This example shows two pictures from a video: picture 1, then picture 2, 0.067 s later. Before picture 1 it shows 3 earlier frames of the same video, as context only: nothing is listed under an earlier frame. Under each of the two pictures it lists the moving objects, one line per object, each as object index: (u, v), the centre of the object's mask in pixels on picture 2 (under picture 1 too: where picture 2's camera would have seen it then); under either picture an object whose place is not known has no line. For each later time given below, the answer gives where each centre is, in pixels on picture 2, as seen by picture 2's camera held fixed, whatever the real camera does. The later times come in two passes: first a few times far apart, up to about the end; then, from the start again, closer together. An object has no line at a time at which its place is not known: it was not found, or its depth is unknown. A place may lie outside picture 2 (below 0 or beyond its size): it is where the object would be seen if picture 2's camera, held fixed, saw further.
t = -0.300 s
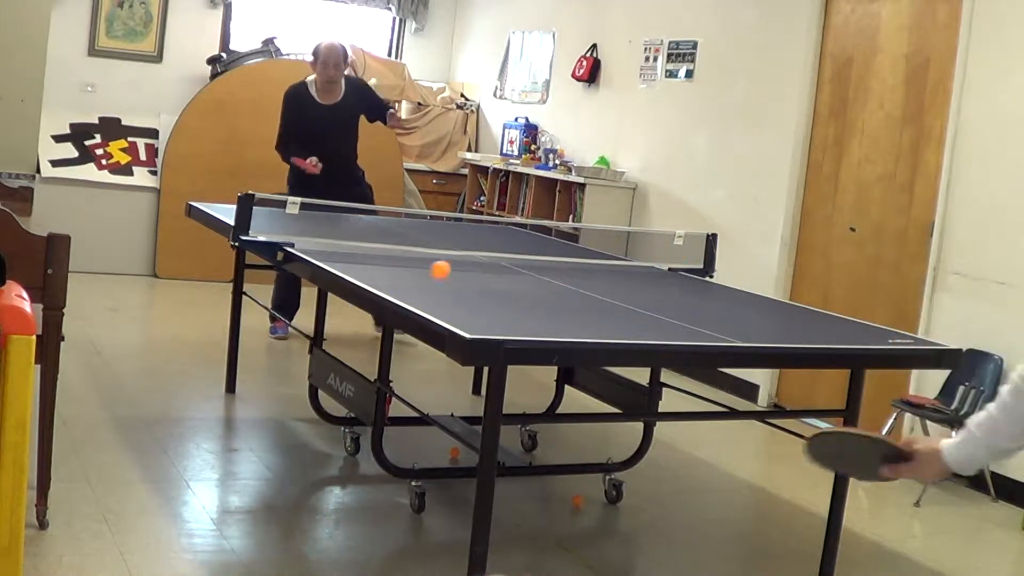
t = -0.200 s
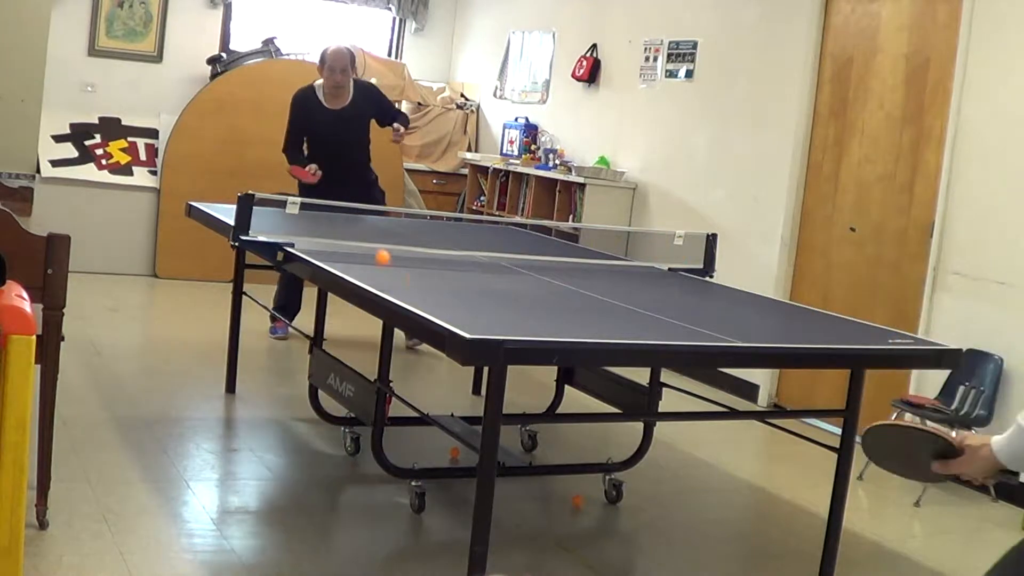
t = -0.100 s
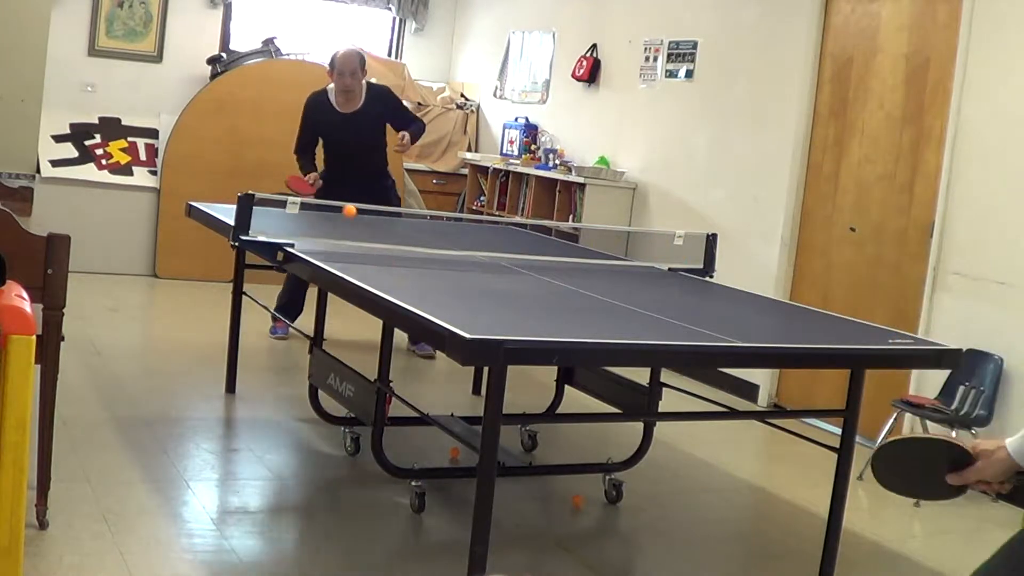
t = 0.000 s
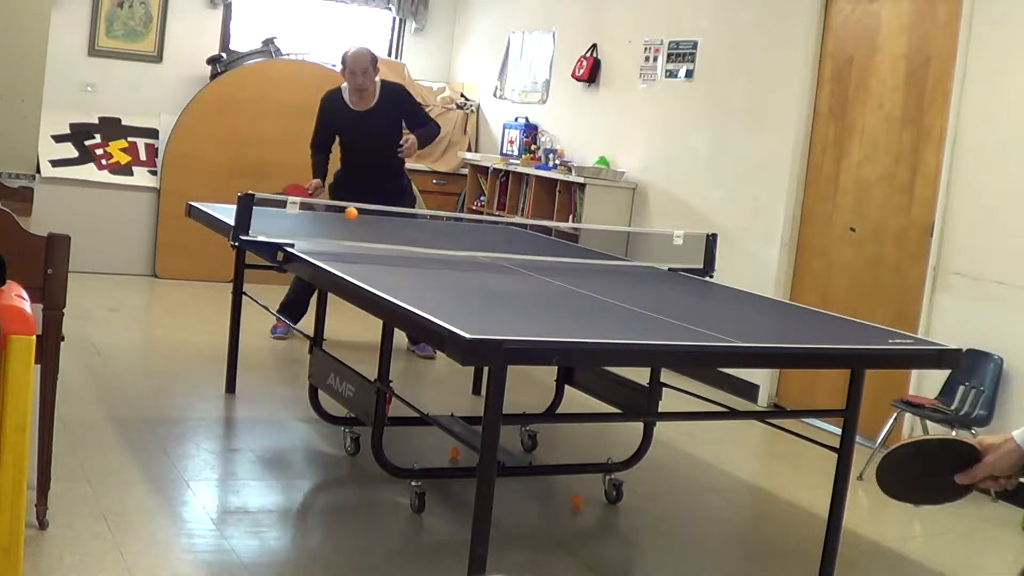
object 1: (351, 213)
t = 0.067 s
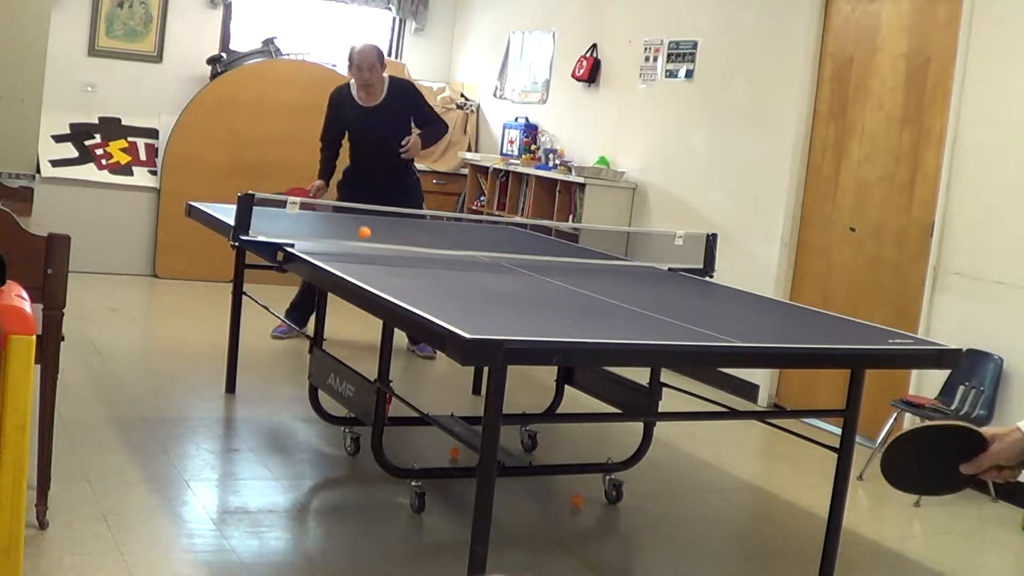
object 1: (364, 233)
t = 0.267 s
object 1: (398, 228)
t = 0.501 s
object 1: (423, 240)
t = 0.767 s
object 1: (436, 252)
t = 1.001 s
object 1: (444, 263)
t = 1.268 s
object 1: (454, 283)
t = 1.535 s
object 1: (469, 289)
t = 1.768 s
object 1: (485, 302)
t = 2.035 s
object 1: (505, 313)
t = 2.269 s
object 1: (526, 324)
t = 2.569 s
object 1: (524, 567)
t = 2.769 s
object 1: (546, 555)
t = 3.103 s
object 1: (600, 496)
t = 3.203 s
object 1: (602, 572)
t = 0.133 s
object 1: (377, 242)
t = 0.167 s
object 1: (382, 233)
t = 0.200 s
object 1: (387, 228)
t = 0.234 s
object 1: (393, 226)
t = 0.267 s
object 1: (398, 228)
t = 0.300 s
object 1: (402, 232)
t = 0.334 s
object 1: (406, 241)
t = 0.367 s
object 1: (411, 255)
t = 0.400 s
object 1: (413, 257)
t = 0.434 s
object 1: (417, 248)
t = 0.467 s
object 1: (420, 242)
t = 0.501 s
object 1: (423, 240)
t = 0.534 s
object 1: (425, 241)
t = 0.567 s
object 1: (427, 246)
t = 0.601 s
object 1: (429, 254)
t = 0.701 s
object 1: (434, 257)
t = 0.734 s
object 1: (435, 253)
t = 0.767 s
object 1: (436, 252)
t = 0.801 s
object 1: (437, 255)
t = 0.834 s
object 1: (438, 262)
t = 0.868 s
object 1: (439, 274)
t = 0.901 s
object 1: (440, 274)
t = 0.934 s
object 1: (441, 265)
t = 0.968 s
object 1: (443, 262)
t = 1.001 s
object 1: (444, 263)
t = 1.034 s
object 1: (445, 267)
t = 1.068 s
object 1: (445, 276)
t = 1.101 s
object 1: (445, 285)
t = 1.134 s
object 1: (448, 276)
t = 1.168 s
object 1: (450, 272)
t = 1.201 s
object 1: (452, 272)
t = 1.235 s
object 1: (453, 275)
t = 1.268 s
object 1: (454, 283)
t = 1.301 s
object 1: (455, 290)
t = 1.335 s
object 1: (458, 282)
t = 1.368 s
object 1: (460, 280)
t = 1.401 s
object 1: (461, 281)
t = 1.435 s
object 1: (463, 286)
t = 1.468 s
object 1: (464, 296)
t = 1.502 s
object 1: (466, 292)
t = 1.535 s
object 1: (469, 289)
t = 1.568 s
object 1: (471, 289)
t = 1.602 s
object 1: (473, 293)
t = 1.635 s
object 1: (474, 302)
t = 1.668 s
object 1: (478, 298)
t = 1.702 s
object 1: (480, 295)
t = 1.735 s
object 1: (483, 297)
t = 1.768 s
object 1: (485, 302)
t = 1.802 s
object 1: (487, 309)
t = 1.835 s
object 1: (490, 303)
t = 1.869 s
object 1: (493, 303)
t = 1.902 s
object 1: (495, 306)
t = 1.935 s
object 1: (497, 315)
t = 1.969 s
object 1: (500, 311)
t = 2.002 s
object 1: (503, 310)
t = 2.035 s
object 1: (505, 313)
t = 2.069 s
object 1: (508, 321)
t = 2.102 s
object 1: (511, 316)
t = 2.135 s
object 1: (514, 317)
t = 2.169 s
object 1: (517, 321)
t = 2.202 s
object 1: (519, 324)
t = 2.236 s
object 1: (523, 322)
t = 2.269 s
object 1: (526, 324)
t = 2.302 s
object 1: (528, 331)
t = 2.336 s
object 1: (530, 344)
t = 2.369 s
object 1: (531, 361)
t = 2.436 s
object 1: (532, 413)
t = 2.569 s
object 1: (524, 567)
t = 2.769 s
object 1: (546, 555)
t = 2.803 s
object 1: (554, 526)
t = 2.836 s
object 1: (562, 504)
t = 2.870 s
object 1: (569, 485)
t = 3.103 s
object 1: (600, 496)
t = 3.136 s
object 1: (601, 519)
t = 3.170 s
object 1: (602, 548)
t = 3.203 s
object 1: (602, 572)
